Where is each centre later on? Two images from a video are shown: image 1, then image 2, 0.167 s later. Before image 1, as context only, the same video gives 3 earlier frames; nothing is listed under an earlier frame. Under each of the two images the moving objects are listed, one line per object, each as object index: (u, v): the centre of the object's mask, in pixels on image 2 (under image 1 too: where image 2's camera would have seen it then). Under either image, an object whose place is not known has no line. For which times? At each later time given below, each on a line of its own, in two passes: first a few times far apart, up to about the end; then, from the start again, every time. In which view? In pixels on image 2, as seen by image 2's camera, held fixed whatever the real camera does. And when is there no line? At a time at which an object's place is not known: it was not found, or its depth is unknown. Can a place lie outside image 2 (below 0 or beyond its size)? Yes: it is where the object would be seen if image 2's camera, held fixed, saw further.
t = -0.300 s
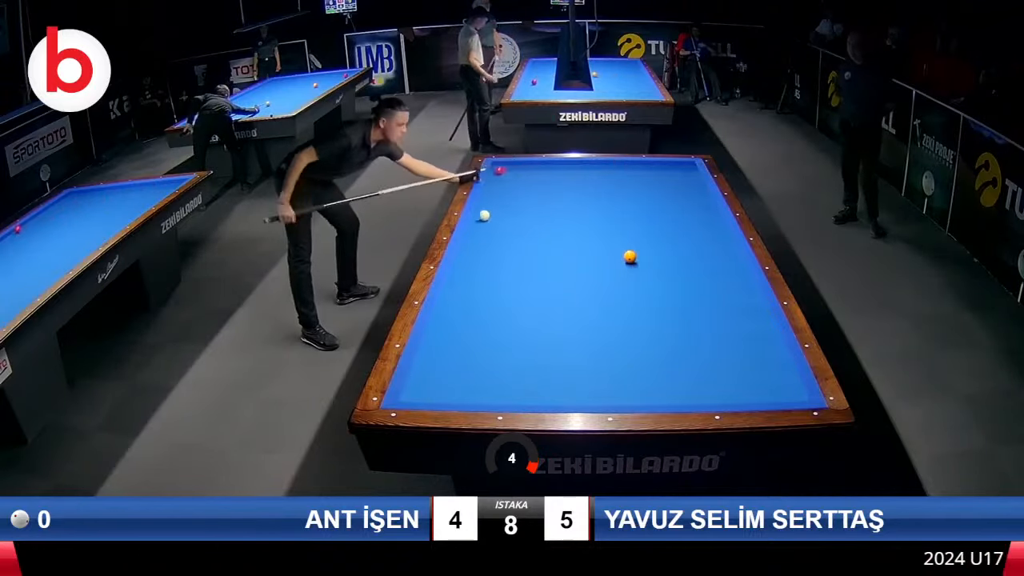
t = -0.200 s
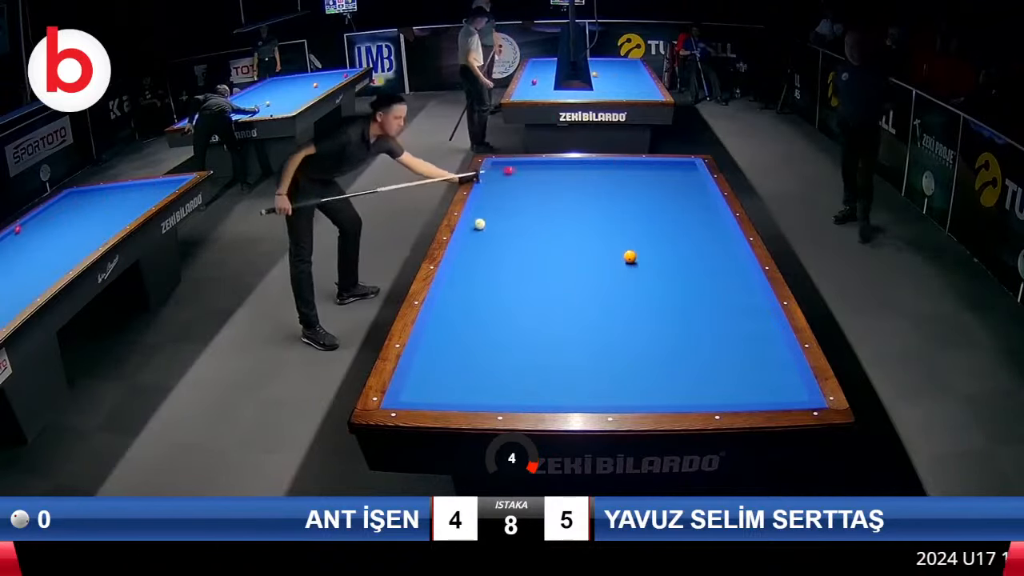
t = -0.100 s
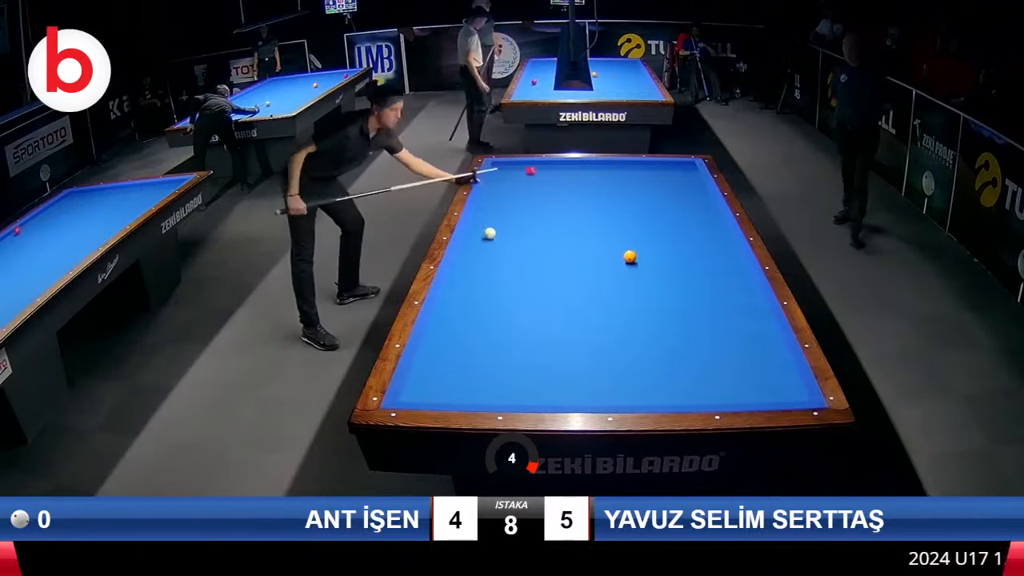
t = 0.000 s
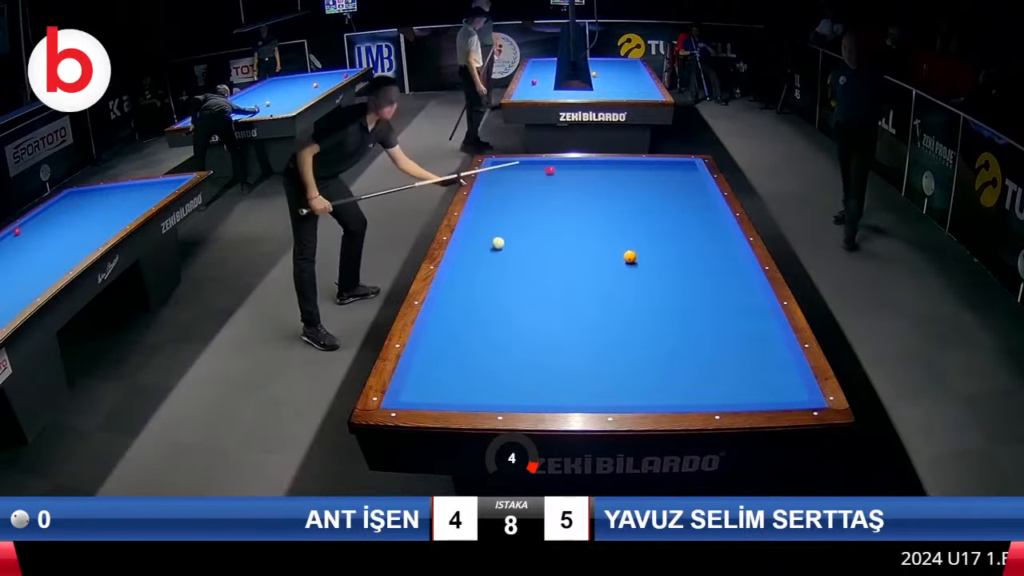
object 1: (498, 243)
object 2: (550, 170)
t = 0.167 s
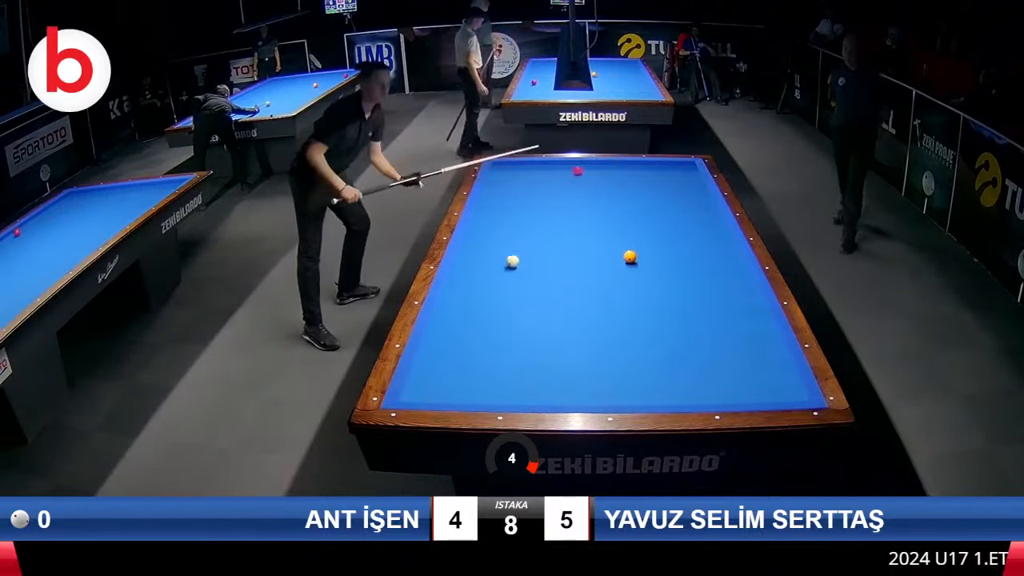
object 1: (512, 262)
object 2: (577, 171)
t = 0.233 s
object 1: (518, 270)
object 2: (588, 171)
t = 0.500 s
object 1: (546, 305)
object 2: (630, 172)
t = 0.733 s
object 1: (576, 342)
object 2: (666, 173)
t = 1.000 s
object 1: (617, 393)
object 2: (691, 173)
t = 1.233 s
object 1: (661, 373)
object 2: (669, 173)
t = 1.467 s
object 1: (699, 349)
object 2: (649, 173)
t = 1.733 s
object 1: (736, 325)
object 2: (627, 172)
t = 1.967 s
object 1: (759, 307)
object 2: (607, 172)
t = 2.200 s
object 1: (731, 291)
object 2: (588, 172)
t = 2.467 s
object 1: (703, 274)
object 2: (567, 172)
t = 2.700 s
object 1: (681, 260)
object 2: (549, 172)
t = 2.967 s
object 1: (657, 247)
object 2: (528, 173)
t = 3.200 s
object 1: (638, 236)
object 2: (511, 174)
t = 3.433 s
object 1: (621, 226)
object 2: (494, 174)
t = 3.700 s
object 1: (602, 215)
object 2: (500, 174)
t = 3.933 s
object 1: (587, 207)
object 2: (509, 173)
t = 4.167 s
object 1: (573, 199)
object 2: (518, 173)
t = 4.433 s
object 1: (558, 191)
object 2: (528, 173)
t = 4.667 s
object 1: (546, 184)
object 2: (535, 173)
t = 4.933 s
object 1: (533, 177)
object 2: (544, 173)
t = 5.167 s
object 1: (524, 172)
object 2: (552, 173)
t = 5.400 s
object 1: (514, 167)
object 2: (558, 173)
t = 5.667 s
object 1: (503, 163)
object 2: (566, 172)
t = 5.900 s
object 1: (495, 166)
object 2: (572, 172)
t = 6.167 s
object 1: (502, 169)
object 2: (579, 172)
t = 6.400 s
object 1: (507, 172)
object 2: (583, 172)
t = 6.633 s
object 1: (513, 175)
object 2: (589, 172)
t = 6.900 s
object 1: (519, 178)
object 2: (593, 172)
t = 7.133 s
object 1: (525, 180)
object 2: (598, 172)
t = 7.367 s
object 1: (530, 183)
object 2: (602, 172)
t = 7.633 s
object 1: (536, 186)
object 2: (606, 172)
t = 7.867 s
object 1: (541, 188)
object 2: (609, 172)
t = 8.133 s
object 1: (548, 191)
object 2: (612, 173)
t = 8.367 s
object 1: (553, 194)
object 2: (614, 172)
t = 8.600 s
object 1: (557, 197)
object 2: (616, 173)
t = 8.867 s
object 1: (564, 199)
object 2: (617, 173)
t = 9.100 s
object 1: (569, 202)
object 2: (619, 173)
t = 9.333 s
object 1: (573, 204)
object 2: (619, 173)
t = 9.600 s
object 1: (578, 207)
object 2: (620, 173)
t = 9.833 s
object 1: (582, 209)
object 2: (620, 173)
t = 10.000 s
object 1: (585, 210)
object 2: (620, 173)
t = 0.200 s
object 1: (515, 266)
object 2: (582, 171)
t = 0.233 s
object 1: (518, 270)
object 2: (588, 171)
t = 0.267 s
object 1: (522, 274)
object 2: (594, 171)
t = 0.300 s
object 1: (525, 278)
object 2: (599, 171)
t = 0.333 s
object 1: (529, 282)
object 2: (604, 171)
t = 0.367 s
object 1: (532, 287)
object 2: (609, 171)
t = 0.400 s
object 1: (535, 291)
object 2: (614, 171)
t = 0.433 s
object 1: (539, 296)
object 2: (620, 171)
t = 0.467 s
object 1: (543, 301)
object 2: (625, 171)
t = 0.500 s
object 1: (546, 305)
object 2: (630, 172)
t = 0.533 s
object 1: (550, 310)
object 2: (635, 172)
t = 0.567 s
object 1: (555, 315)
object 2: (641, 172)
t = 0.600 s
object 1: (559, 320)
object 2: (646, 172)
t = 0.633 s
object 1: (563, 325)
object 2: (651, 172)
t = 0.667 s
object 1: (567, 330)
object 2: (656, 172)
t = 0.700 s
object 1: (572, 336)
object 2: (661, 173)
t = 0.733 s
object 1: (576, 342)
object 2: (666, 173)
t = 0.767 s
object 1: (581, 348)
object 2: (672, 173)
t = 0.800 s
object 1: (586, 354)
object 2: (677, 173)
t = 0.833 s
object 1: (590, 360)
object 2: (682, 173)
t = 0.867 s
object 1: (596, 366)
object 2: (686, 173)
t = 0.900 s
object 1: (601, 373)
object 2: (692, 173)
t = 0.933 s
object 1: (606, 379)
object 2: (696, 174)
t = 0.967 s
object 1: (611, 386)
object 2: (694, 173)
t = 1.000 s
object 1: (617, 393)
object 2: (691, 173)
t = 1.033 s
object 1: (622, 398)
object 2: (687, 173)
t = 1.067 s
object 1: (629, 397)
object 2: (684, 173)
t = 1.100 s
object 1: (636, 393)
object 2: (681, 173)
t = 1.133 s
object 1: (642, 387)
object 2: (677, 173)
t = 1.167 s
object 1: (648, 382)
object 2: (674, 173)
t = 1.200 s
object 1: (655, 378)
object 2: (672, 173)
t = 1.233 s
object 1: (661, 373)
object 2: (669, 173)
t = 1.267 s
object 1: (666, 369)
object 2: (666, 173)
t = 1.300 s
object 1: (672, 365)
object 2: (663, 173)
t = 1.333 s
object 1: (678, 362)
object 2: (660, 173)
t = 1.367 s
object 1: (683, 359)
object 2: (657, 173)
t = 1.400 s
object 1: (688, 355)
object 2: (655, 173)
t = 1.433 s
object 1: (693, 352)
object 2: (652, 172)
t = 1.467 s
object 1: (699, 349)
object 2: (649, 173)
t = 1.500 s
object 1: (704, 346)
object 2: (646, 173)
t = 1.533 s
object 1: (709, 343)
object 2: (643, 172)
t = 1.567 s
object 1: (713, 339)
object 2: (640, 172)
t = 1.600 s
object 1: (718, 337)
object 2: (638, 172)
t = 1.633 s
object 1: (723, 334)
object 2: (635, 172)
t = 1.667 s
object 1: (727, 330)
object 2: (632, 172)
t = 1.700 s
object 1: (732, 328)
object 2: (629, 172)
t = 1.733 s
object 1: (736, 325)
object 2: (627, 172)
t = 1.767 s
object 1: (740, 322)
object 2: (624, 172)
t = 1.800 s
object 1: (744, 320)
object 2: (621, 172)
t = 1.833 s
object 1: (749, 317)
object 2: (618, 172)
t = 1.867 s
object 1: (753, 315)
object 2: (616, 172)
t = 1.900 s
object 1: (756, 312)
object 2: (613, 172)
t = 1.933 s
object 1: (760, 309)
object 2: (610, 172)
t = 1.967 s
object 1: (759, 307)
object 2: (607, 172)
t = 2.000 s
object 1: (755, 305)
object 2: (604, 172)
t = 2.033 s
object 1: (750, 302)
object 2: (602, 172)
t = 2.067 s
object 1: (746, 300)
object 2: (599, 172)
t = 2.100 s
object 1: (743, 298)
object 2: (596, 172)
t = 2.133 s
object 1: (739, 295)
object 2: (594, 172)
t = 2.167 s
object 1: (735, 293)
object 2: (591, 172)
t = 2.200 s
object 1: (731, 291)
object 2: (588, 172)
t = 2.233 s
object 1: (728, 289)
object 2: (586, 172)
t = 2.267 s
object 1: (724, 287)
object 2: (583, 172)
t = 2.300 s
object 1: (721, 285)
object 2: (580, 172)
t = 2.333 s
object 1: (717, 282)
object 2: (578, 172)
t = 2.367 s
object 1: (714, 280)
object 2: (575, 172)
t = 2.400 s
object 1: (710, 278)
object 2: (572, 172)
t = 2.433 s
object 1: (707, 276)
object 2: (570, 172)
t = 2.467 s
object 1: (703, 274)
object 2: (567, 172)
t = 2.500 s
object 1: (700, 272)
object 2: (565, 172)
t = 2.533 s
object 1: (697, 270)
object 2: (562, 172)
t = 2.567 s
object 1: (693, 268)
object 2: (559, 172)
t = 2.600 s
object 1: (690, 266)
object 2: (556, 172)
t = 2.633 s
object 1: (687, 264)
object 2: (554, 172)
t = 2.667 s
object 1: (684, 262)
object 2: (551, 172)
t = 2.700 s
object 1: (681, 260)
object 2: (549, 172)
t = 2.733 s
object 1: (678, 259)
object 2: (546, 172)
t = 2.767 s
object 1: (675, 257)
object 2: (543, 172)
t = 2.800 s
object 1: (672, 255)
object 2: (541, 173)
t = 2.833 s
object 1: (669, 254)
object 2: (538, 173)
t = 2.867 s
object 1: (666, 252)
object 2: (536, 173)
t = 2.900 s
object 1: (663, 250)
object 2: (533, 173)
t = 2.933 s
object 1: (660, 248)
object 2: (531, 173)
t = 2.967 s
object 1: (657, 247)
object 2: (528, 173)
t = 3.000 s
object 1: (655, 245)
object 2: (526, 173)
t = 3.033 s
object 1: (652, 244)
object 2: (524, 173)
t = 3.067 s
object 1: (649, 242)
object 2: (521, 173)
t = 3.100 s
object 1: (646, 240)
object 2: (518, 173)
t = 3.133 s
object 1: (644, 239)
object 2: (516, 173)
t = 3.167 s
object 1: (641, 238)
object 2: (513, 174)
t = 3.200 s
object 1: (638, 236)
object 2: (511, 174)
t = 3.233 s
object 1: (635, 234)
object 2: (509, 173)
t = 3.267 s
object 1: (633, 233)
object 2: (506, 173)
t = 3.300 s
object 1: (630, 232)
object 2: (504, 174)
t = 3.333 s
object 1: (628, 230)
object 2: (501, 174)
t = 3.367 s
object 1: (626, 229)
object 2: (499, 174)
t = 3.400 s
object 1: (623, 227)
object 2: (497, 174)
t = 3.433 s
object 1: (621, 226)
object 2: (494, 174)
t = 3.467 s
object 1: (618, 225)
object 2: (492, 174)
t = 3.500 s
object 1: (616, 223)
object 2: (492, 174)
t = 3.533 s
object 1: (613, 222)
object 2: (494, 174)
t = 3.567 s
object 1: (611, 220)
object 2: (495, 174)
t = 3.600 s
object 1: (609, 219)
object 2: (496, 174)
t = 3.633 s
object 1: (606, 218)
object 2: (497, 174)
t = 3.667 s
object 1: (604, 216)
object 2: (499, 173)
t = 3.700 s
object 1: (602, 215)
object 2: (500, 174)
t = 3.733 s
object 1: (600, 214)
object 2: (502, 173)
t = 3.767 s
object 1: (597, 213)
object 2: (503, 173)
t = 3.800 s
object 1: (595, 211)
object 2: (504, 173)
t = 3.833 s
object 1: (593, 210)
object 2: (505, 173)
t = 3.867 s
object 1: (591, 209)
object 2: (507, 173)
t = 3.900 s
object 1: (589, 208)
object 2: (508, 173)
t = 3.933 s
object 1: (587, 207)
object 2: (509, 173)
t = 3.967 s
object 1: (585, 206)
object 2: (510, 173)
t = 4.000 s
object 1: (583, 204)
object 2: (512, 173)
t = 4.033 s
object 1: (581, 203)
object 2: (513, 173)
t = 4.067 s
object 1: (579, 202)
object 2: (514, 173)
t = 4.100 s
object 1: (577, 201)
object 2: (516, 173)
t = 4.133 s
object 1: (575, 200)
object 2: (517, 173)
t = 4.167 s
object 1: (573, 199)
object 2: (518, 173)
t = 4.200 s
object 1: (571, 198)
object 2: (519, 173)
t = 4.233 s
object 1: (569, 197)
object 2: (520, 173)
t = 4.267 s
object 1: (567, 196)
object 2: (522, 173)
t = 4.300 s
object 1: (565, 195)
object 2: (523, 173)
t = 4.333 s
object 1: (564, 194)
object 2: (524, 173)
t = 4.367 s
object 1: (562, 193)
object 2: (525, 173)
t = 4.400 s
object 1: (560, 192)
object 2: (526, 173)
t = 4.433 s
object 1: (558, 191)
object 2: (528, 173)
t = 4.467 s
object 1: (556, 190)
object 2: (529, 173)
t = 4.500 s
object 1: (555, 189)
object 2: (530, 173)
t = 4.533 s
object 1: (553, 188)
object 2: (531, 173)
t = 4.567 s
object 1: (551, 187)
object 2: (532, 173)
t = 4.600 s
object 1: (550, 186)
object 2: (533, 173)
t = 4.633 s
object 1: (548, 185)
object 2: (534, 173)
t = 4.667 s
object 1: (546, 184)
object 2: (535, 173)
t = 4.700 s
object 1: (545, 183)
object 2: (537, 173)
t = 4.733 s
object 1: (543, 182)
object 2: (538, 173)
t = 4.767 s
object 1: (542, 182)
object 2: (539, 172)
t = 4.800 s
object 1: (540, 181)
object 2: (540, 172)
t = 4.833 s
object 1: (538, 180)
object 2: (542, 172)
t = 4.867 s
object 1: (537, 179)
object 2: (543, 173)
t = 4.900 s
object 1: (535, 178)
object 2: (543, 173)
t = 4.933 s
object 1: (533, 177)
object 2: (544, 173)
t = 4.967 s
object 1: (532, 176)
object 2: (545, 173)
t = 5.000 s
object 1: (531, 176)
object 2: (547, 173)
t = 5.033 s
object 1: (529, 175)
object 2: (547, 173)
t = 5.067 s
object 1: (528, 174)
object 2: (549, 173)
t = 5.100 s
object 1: (526, 173)
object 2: (550, 173)
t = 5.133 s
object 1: (525, 172)
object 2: (551, 173)
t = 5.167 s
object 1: (524, 172)
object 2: (552, 173)
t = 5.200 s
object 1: (522, 171)
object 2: (553, 173)
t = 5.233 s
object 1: (521, 170)
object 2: (553, 173)
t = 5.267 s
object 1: (519, 170)
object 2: (555, 173)
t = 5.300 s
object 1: (518, 169)
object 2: (556, 173)
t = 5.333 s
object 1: (517, 168)
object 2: (557, 173)
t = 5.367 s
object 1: (516, 167)
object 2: (557, 172)
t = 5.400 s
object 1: (514, 167)
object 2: (558, 173)
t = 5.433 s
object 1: (513, 166)
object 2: (559, 173)
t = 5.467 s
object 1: (512, 166)
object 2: (560, 173)
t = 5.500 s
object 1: (511, 165)
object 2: (561, 173)
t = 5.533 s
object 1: (509, 164)
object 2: (562, 173)
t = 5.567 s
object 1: (508, 163)
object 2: (563, 173)
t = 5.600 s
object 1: (506, 163)
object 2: (564, 173)
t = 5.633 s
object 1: (505, 163)
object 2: (564, 173)
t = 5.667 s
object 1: (503, 163)
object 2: (566, 172)
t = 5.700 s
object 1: (501, 164)
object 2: (567, 173)
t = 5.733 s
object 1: (500, 164)
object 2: (567, 173)
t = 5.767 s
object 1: (498, 165)
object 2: (568, 173)
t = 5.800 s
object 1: (496, 165)
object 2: (569, 172)
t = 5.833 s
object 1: (494, 166)
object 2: (570, 173)
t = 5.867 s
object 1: (494, 166)
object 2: (571, 172)
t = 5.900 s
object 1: (495, 166)
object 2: (572, 172)
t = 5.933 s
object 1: (496, 166)
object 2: (573, 172)
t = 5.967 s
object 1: (497, 167)
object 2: (573, 172)
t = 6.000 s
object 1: (498, 167)
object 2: (574, 172)
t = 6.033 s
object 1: (499, 168)
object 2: (575, 172)
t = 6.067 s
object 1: (499, 168)
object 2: (576, 172)
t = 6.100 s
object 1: (500, 168)
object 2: (576, 172)
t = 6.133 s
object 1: (501, 169)
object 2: (578, 172)
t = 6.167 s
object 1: (502, 169)
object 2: (579, 172)
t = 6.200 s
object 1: (502, 170)
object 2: (579, 172)
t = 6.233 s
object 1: (503, 170)
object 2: (580, 172)
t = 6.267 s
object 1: (504, 171)
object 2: (581, 172)
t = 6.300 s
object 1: (505, 171)
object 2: (582, 172)
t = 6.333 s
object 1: (506, 171)
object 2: (582, 172)
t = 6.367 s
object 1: (506, 171)
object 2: (583, 172)
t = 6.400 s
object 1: (507, 172)
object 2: (583, 172)
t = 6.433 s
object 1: (508, 172)
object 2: (584, 172)
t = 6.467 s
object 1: (508, 173)
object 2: (585, 172)
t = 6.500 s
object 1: (509, 173)
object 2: (586, 172)
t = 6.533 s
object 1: (510, 174)
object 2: (586, 172)
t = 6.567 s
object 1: (511, 174)
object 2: (587, 172)
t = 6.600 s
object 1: (512, 174)
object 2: (588, 172)
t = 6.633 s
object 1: (513, 175)
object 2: (589, 172)
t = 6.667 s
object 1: (513, 175)
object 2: (589, 172)
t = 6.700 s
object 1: (514, 175)
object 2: (590, 172)
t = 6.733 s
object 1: (515, 176)
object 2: (591, 172)
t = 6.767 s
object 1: (516, 176)
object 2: (591, 172)
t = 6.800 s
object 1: (516, 176)
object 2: (592, 172)
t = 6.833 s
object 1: (517, 177)
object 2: (592, 172)
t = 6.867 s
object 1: (518, 177)
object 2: (593, 172)
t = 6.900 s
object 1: (519, 178)
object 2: (593, 172)
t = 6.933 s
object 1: (520, 178)
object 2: (594, 172)
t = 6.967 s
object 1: (521, 178)
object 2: (595, 172)
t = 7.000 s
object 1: (521, 179)
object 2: (596, 172)
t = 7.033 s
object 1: (522, 179)
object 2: (596, 172)
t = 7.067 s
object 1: (523, 179)
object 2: (597, 172)
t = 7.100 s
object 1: (524, 180)
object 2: (597, 172)
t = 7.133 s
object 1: (525, 180)
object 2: (598, 172)
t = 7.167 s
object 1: (525, 181)
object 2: (599, 172)
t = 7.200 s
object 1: (526, 181)
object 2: (599, 172)
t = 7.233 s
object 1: (527, 181)
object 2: (600, 172)
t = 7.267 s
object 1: (528, 182)
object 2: (600, 172)
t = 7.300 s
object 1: (529, 182)
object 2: (601, 172)
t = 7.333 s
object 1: (529, 182)
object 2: (601, 172)
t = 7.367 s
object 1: (530, 183)
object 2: (602, 172)
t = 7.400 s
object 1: (531, 183)
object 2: (602, 172)
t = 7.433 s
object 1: (531, 184)
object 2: (603, 172)
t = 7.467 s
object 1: (532, 184)
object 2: (603, 172)
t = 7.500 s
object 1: (533, 184)
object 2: (604, 172)
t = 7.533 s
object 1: (534, 185)
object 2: (604, 172)
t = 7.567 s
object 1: (534, 185)
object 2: (605, 172)
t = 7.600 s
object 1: (535, 186)
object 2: (605, 172)
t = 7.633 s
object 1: (536, 186)
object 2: (606, 172)
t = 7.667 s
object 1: (537, 186)
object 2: (606, 173)
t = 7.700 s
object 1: (538, 187)
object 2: (607, 172)
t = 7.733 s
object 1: (538, 187)
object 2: (607, 172)
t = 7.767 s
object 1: (539, 187)
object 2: (607, 172)
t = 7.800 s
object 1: (540, 188)
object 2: (608, 172)
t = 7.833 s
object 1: (541, 188)
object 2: (608, 172)
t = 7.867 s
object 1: (541, 188)
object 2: (609, 172)
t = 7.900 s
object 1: (542, 189)
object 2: (609, 172)
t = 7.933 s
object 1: (543, 189)
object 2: (609, 173)
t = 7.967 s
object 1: (544, 190)
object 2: (610, 172)
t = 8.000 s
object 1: (545, 190)
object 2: (610, 173)
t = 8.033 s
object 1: (545, 190)
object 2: (611, 173)
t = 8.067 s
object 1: (546, 191)
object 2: (611, 173)
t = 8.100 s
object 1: (547, 191)
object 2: (612, 173)
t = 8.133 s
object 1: (548, 191)
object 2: (612, 173)
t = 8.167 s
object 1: (548, 192)
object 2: (612, 173)
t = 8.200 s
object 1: (549, 192)
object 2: (613, 173)
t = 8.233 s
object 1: (550, 192)
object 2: (613, 172)
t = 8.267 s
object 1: (551, 193)
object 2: (613, 172)
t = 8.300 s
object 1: (552, 193)
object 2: (613, 172)
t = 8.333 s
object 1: (552, 194)
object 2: (614, 172)
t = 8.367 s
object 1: (553, 194)
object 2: (614, 172)
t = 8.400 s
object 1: (553, 194)
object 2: (614, 172)
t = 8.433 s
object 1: (554, 195)
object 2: (614, 172)
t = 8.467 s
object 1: (555, 195)
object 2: (614, 172)
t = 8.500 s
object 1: (556, 196)
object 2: (615, 172)
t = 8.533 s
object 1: (556, 196)
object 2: (615, 172)
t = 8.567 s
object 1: (557, 196)
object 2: (615, 173)
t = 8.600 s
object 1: (557, 197)
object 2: (616, 173)
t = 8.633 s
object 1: (558, 197)
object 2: (616, 172)
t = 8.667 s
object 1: (559, 197)
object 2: (616, 173)
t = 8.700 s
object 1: (560, 198)
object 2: (616, 172)
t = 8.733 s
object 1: (560, 198)
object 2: (617, 173)
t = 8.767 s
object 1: (561, 198)
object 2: (617, 172)
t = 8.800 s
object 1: (562, 199)
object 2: (617, 173)
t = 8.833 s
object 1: (563, 199)
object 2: (617, 173)
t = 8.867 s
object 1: (564, 199)
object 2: (617, 173)
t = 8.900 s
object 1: (564, 200)
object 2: (618, 173)
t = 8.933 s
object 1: (565, 200)
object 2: (618, 173)
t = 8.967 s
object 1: (566, 200)
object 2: (618, 173)
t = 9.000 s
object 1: (566, 201)
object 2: (618, 173)
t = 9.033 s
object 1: (568, 201)
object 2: (618, 173)
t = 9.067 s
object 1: (568, 201)
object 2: (618, 173)
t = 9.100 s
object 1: (569, 202)
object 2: (619, 173)
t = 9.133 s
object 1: (569, 202)
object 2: (619, 173)
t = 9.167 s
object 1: (570, 202)
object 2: (619, 173)
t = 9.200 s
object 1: (571, 203)
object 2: (619, 173)
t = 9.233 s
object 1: (571, 203)
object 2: (619, 173)
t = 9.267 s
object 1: (572, 203)
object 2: (619, 173)
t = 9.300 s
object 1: (572, 204)
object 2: (619, 173)
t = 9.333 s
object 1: (573, 204)
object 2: (619, 173)
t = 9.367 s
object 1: (574, 204)
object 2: (619, 173)
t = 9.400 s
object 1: (574, 205)
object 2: (620, 173)
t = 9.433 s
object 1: (575, 205)
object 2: (620, 173)
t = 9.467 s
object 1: (576, 205)
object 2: (620, 173)
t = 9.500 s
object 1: (576, 206)
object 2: (620, 173)
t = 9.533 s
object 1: (577, 206)
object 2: (620, 173)
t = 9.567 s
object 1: (578, 206)
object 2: (620, 173)
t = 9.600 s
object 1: (578, 207)
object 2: (620, 173)
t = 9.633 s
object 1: (579, 207)
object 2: (620, 173)
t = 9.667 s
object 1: (579, 207)
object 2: (620, 173)
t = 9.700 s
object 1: (580, 207)
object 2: (620, 173)
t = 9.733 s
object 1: (581, 208)
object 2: (620, 173)
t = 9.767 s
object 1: (581, 208)
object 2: (620, 173)
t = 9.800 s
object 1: (582, 209)
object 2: (620, 173)
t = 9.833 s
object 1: (582, 209)
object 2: (620, 173)
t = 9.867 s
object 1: (583, 209)
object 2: (620, 173)
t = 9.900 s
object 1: (584, 209)
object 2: (620, 173)
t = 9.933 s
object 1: (584, 210)
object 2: (620, 173)
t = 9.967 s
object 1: (585, 210)
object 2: (620, 173)
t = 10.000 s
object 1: (585, 210)
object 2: (620, 173)
